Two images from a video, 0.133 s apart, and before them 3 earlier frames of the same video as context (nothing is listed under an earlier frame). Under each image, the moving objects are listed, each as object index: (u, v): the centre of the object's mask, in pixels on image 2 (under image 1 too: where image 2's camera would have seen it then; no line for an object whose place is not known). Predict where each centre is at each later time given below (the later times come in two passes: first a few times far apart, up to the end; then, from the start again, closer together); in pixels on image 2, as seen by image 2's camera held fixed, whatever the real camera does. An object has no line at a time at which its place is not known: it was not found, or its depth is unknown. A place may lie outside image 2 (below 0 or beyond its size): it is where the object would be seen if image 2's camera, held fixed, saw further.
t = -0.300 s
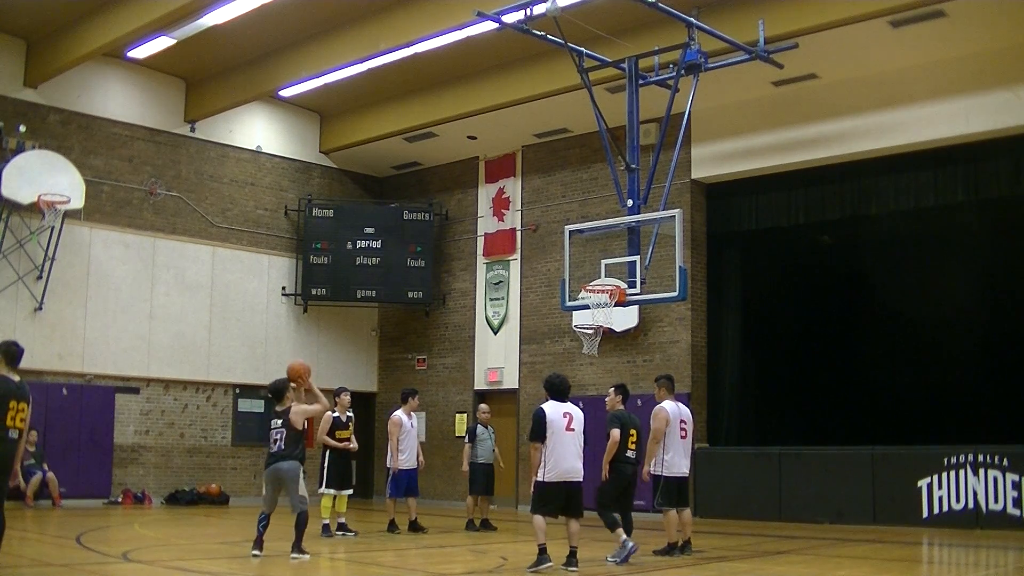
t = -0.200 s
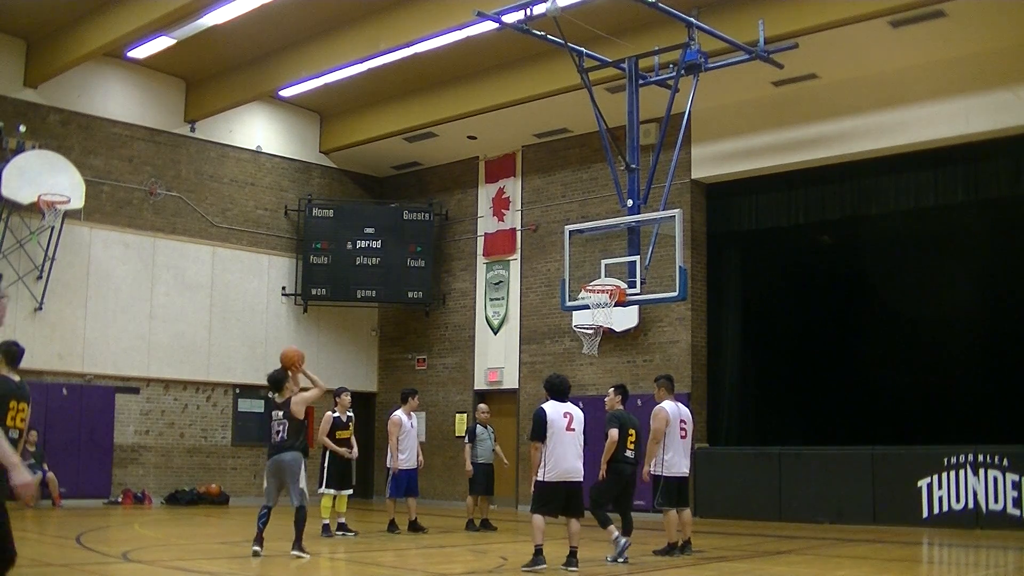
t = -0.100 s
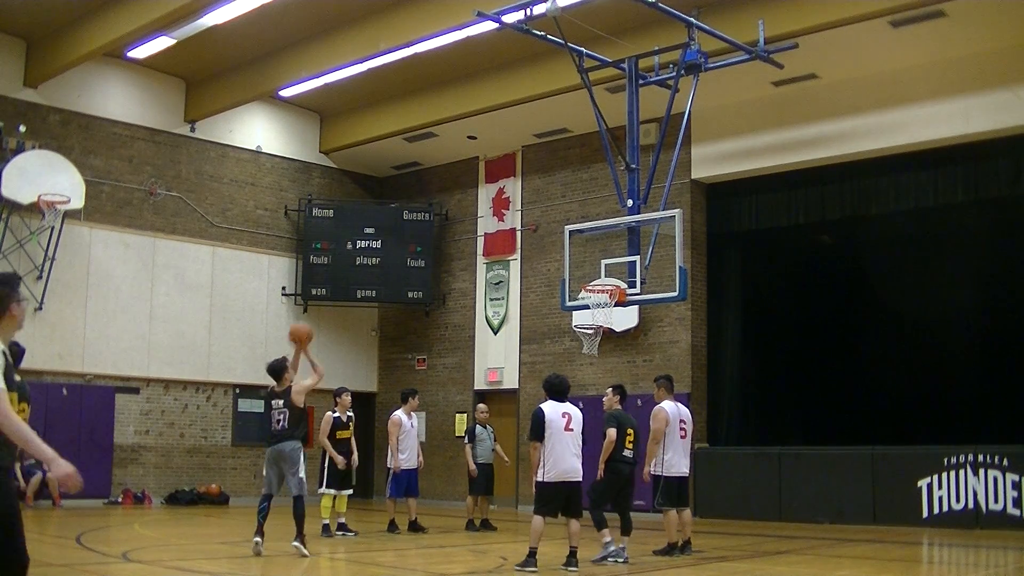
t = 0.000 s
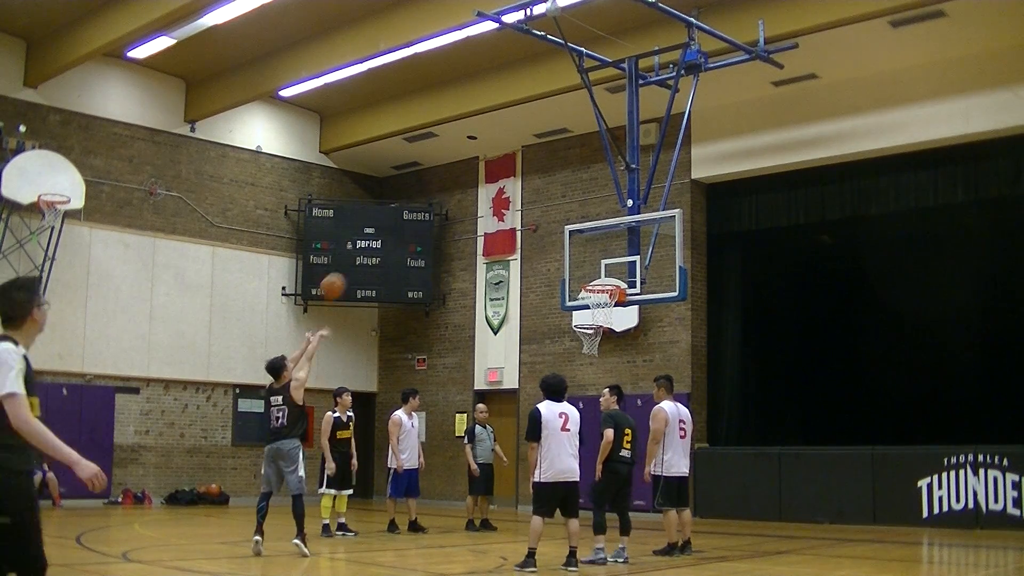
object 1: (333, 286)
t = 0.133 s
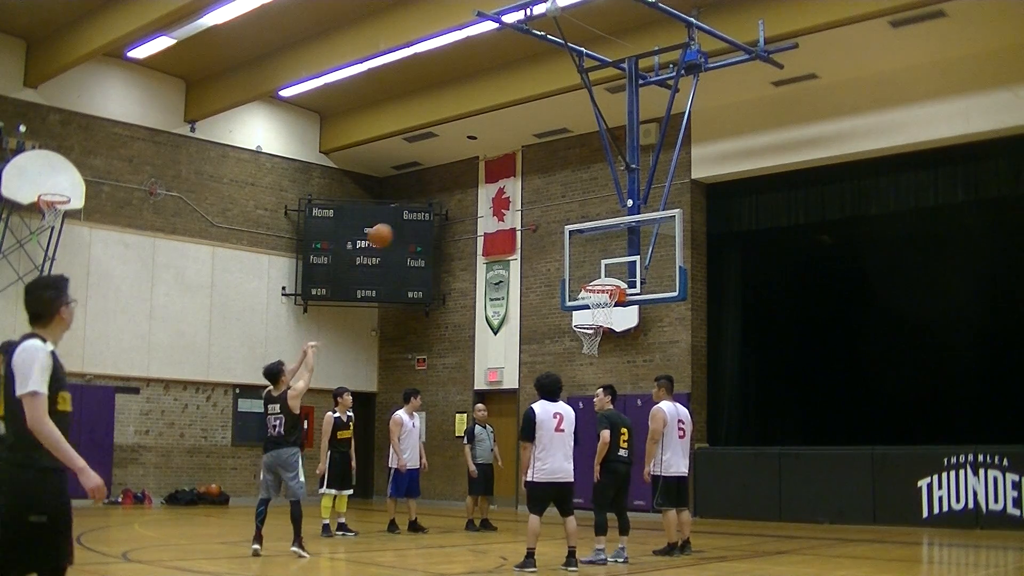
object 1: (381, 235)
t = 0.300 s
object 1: (434, 200)
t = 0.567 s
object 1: (510, 196)
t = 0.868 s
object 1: (586, 259)
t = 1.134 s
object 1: (597, 348)
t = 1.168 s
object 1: (594, 361)
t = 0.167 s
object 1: (391, 227)
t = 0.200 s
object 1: (402, 218)
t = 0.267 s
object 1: (423, 204)
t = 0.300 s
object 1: (434, 200)
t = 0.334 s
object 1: (444, 197)
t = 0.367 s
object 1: (454, 193)
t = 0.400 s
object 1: (465, 192)
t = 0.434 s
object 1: (473, 191)
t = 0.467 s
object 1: (483, 191)
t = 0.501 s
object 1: (493, 192)
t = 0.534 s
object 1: (502, 192)
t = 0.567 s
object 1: (510, 196)
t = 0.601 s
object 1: (520, 200)
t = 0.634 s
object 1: (529, 204)
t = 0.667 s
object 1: (537, 210)
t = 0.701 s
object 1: (546, 215)
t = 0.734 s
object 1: (554, 223)
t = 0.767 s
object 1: (562, 230)
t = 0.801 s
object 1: (570, 239)
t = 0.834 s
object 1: (578, 248)
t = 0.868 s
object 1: (586, 259)
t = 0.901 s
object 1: (593, 269)
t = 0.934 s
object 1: (601, 278)
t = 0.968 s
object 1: (607, 293)
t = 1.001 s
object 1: (608, 302)
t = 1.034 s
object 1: (602, 316)
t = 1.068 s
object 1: (601, 324)
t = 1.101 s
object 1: (599, 335)
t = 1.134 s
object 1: (597, 348)
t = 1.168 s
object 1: (594, 361)
